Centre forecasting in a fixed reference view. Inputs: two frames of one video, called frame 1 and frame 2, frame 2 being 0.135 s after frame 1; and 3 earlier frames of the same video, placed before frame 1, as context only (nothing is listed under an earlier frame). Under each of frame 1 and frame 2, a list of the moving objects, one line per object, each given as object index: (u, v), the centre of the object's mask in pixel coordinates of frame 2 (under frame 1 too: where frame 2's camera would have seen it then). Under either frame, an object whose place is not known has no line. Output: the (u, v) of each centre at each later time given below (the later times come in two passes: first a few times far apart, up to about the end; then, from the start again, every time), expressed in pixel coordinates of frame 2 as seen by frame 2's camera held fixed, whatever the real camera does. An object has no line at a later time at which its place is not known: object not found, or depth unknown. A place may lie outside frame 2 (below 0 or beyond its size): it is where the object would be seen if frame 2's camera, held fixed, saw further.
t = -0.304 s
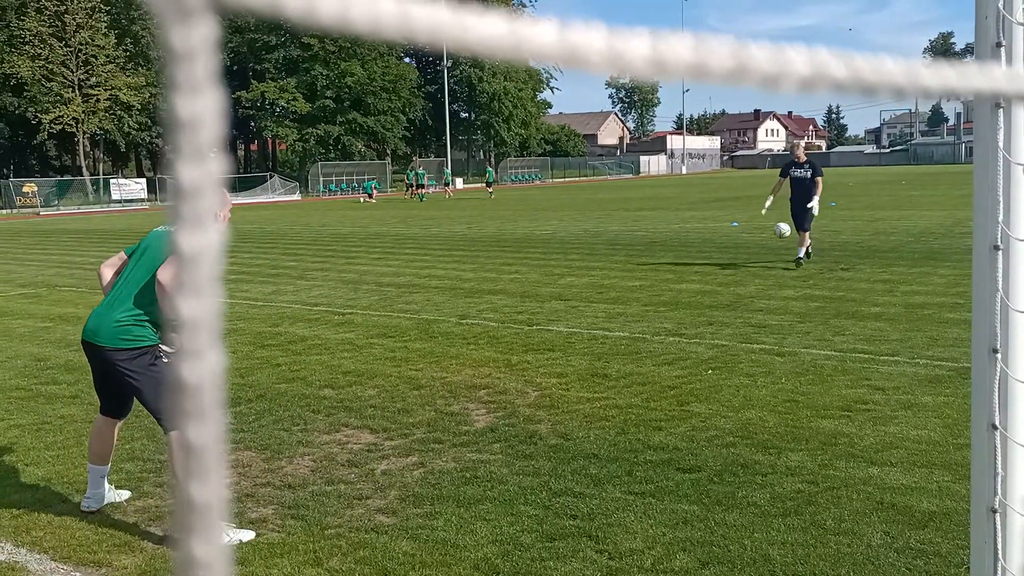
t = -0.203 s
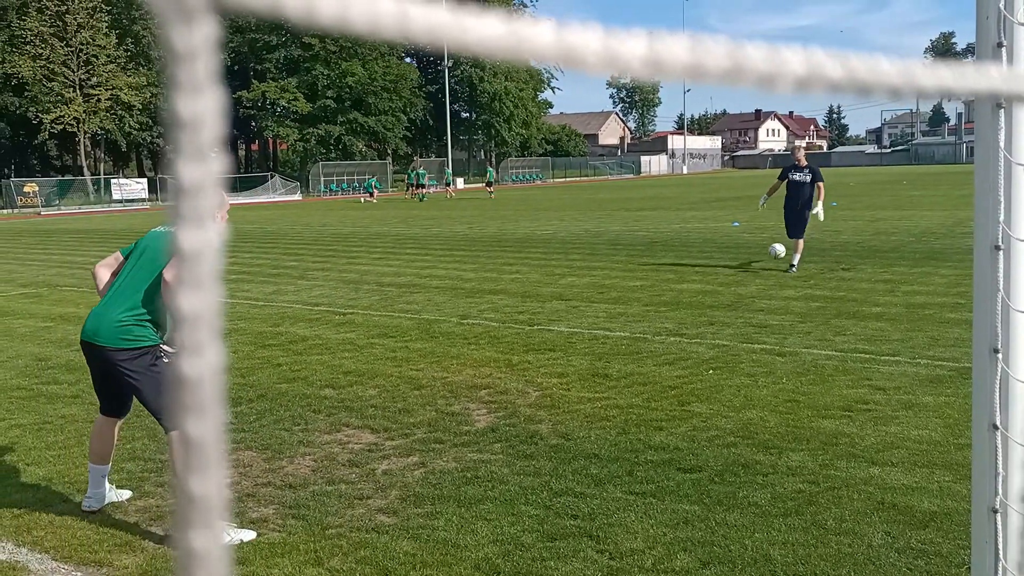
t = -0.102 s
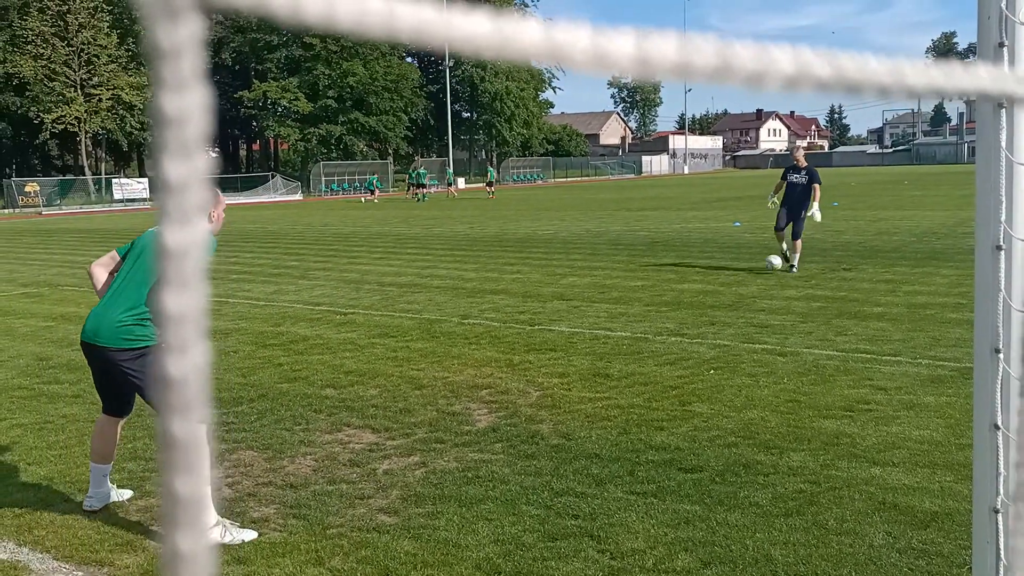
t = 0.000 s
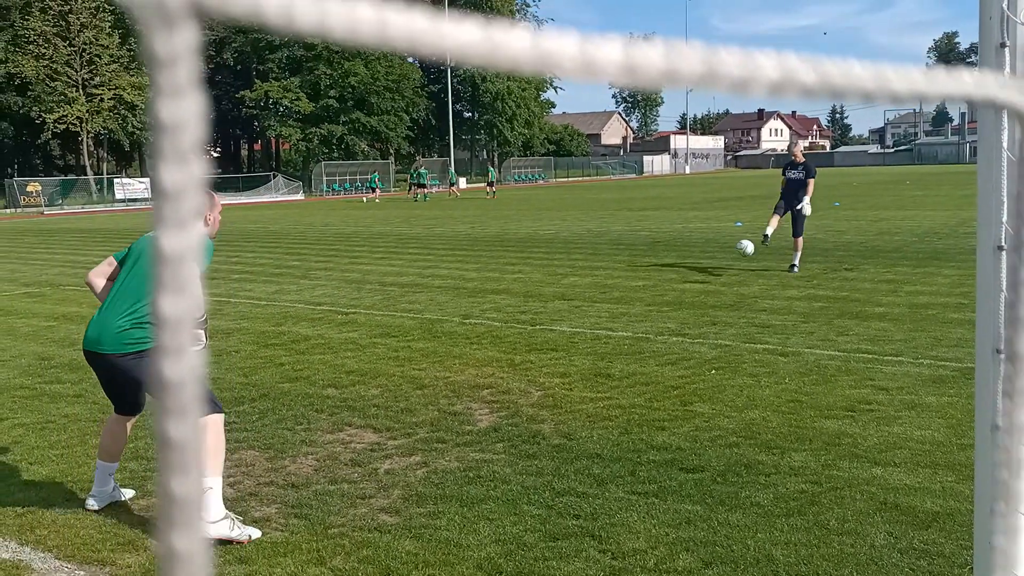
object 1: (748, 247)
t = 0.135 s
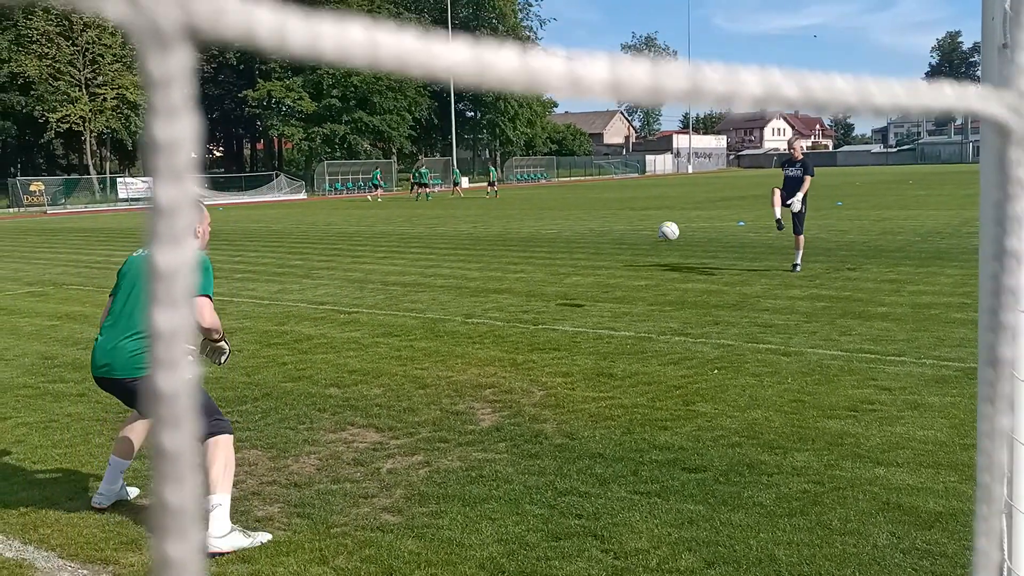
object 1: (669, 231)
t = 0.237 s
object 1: (587, 226)
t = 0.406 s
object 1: (370, 242)
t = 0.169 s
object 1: (644, 229)
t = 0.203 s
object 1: (616, 226)
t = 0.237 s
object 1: (587, 226)
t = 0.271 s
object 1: (553, 226)
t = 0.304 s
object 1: (515, 227)
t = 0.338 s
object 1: (473, 230)
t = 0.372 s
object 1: (425, 235)
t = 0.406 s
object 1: (370, 242)
